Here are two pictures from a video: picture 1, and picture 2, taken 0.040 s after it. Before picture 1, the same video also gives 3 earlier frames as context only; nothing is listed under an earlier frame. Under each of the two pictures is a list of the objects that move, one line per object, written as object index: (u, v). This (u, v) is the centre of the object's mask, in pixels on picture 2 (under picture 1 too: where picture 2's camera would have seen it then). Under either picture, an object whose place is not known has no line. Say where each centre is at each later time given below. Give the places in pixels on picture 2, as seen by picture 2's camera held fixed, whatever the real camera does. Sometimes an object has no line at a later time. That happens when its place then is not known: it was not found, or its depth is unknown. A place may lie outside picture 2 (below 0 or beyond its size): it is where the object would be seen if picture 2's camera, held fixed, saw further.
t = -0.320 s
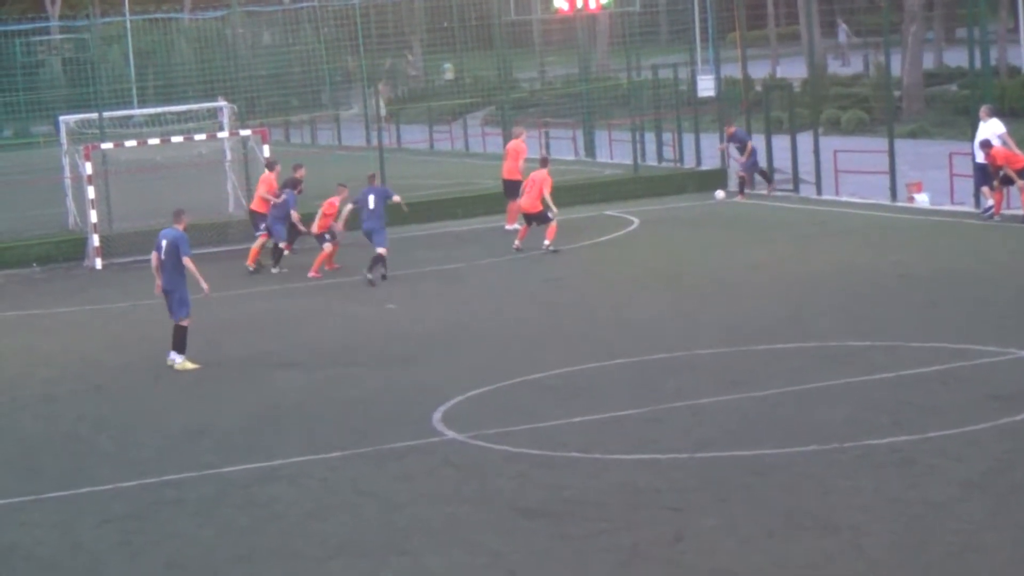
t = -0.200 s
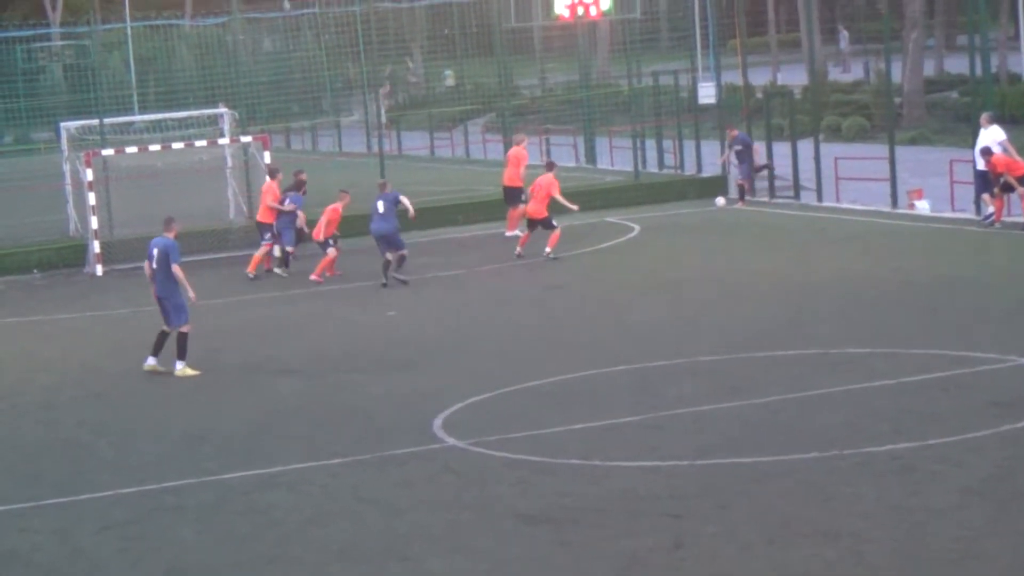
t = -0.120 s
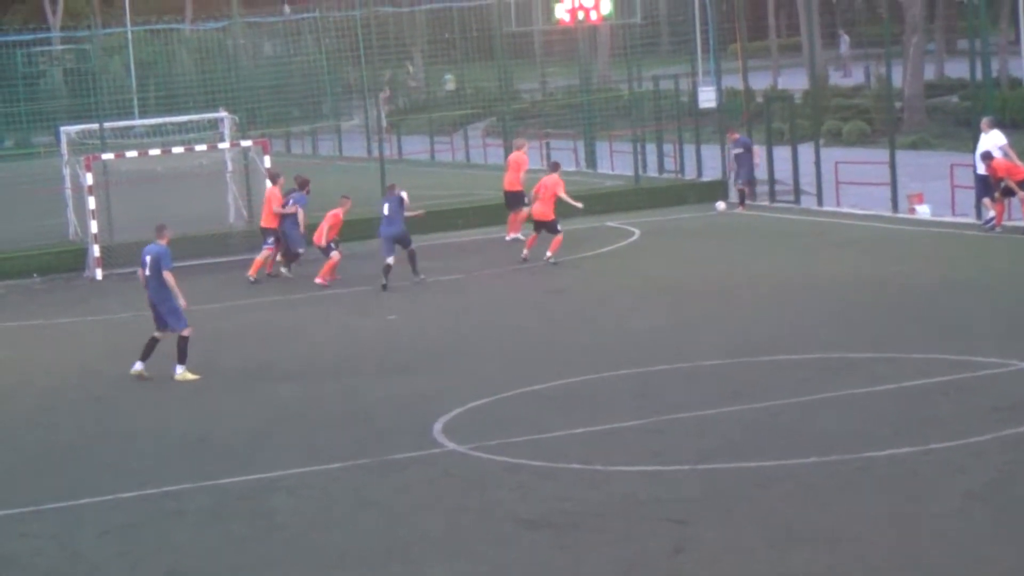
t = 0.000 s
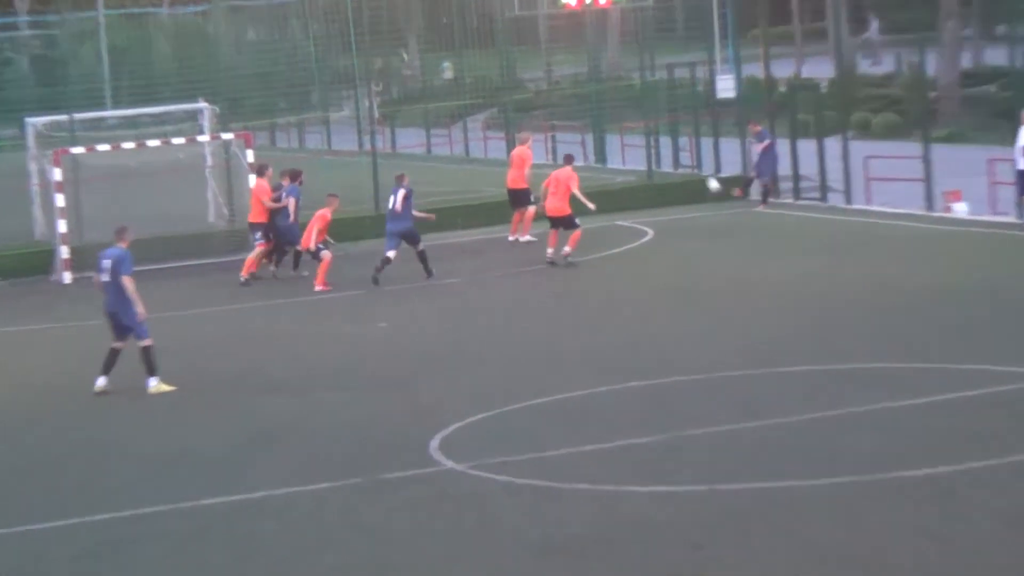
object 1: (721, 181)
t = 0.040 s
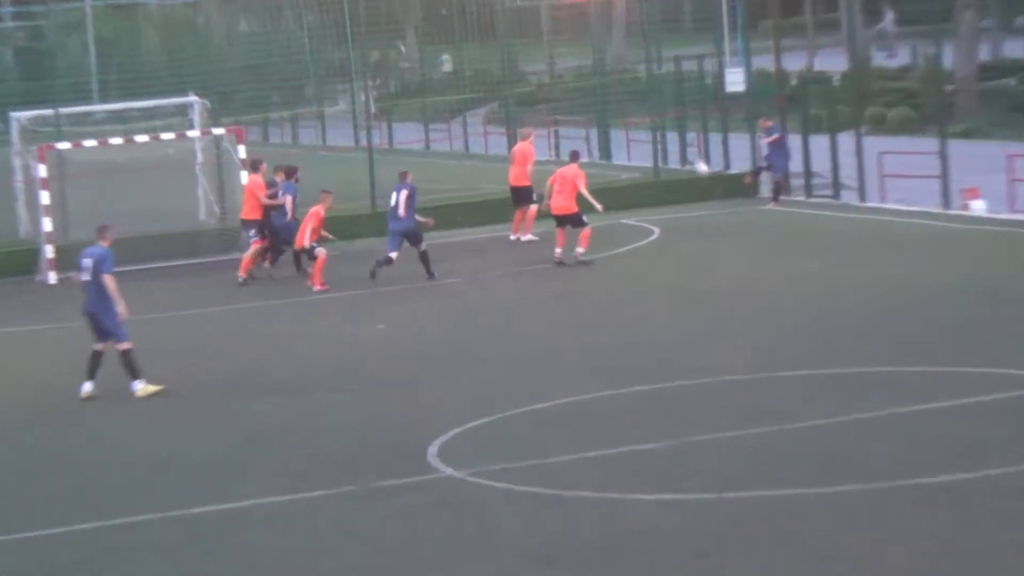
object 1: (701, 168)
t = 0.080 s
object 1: (681, 153)
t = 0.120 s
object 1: (661, 141)
